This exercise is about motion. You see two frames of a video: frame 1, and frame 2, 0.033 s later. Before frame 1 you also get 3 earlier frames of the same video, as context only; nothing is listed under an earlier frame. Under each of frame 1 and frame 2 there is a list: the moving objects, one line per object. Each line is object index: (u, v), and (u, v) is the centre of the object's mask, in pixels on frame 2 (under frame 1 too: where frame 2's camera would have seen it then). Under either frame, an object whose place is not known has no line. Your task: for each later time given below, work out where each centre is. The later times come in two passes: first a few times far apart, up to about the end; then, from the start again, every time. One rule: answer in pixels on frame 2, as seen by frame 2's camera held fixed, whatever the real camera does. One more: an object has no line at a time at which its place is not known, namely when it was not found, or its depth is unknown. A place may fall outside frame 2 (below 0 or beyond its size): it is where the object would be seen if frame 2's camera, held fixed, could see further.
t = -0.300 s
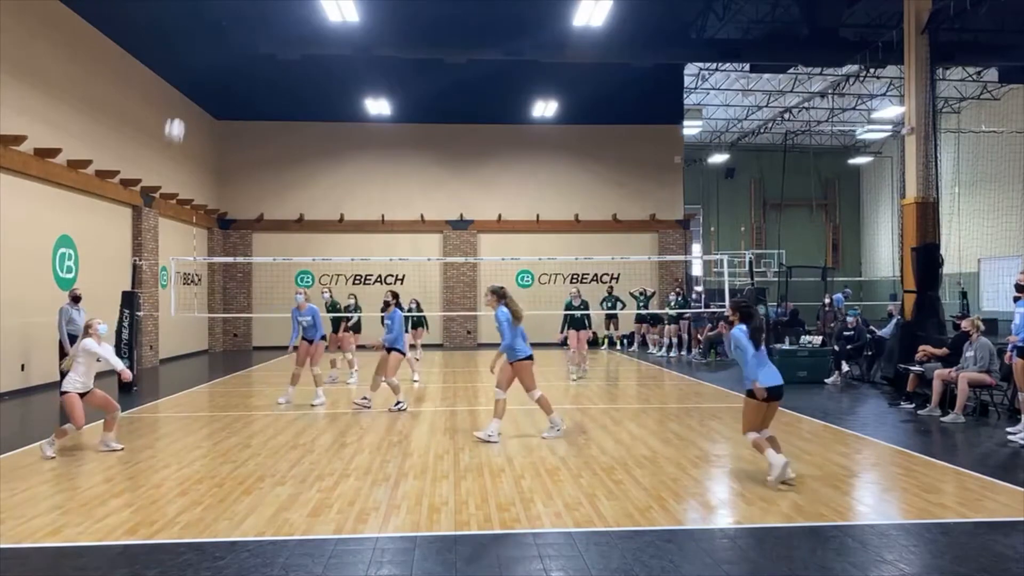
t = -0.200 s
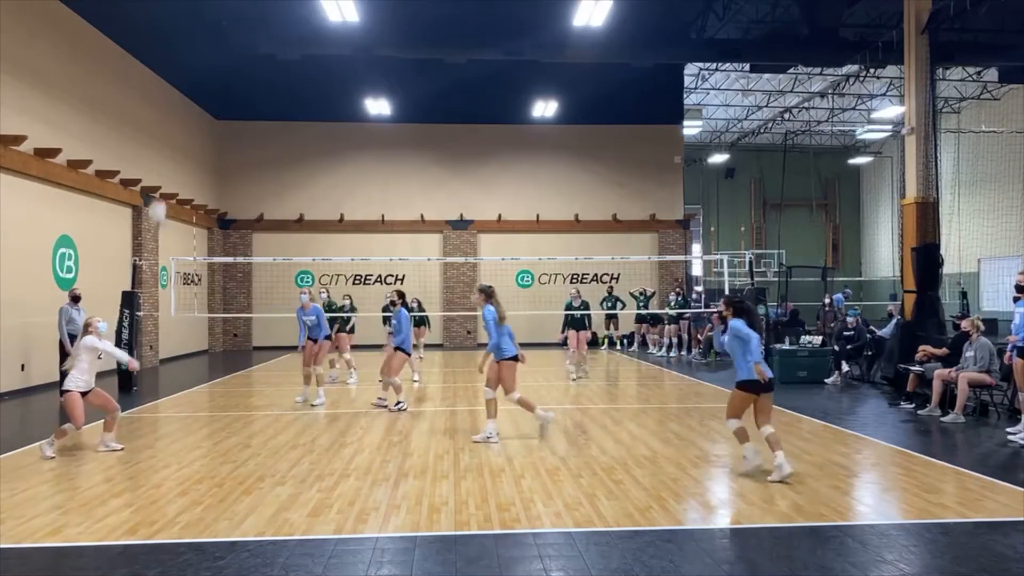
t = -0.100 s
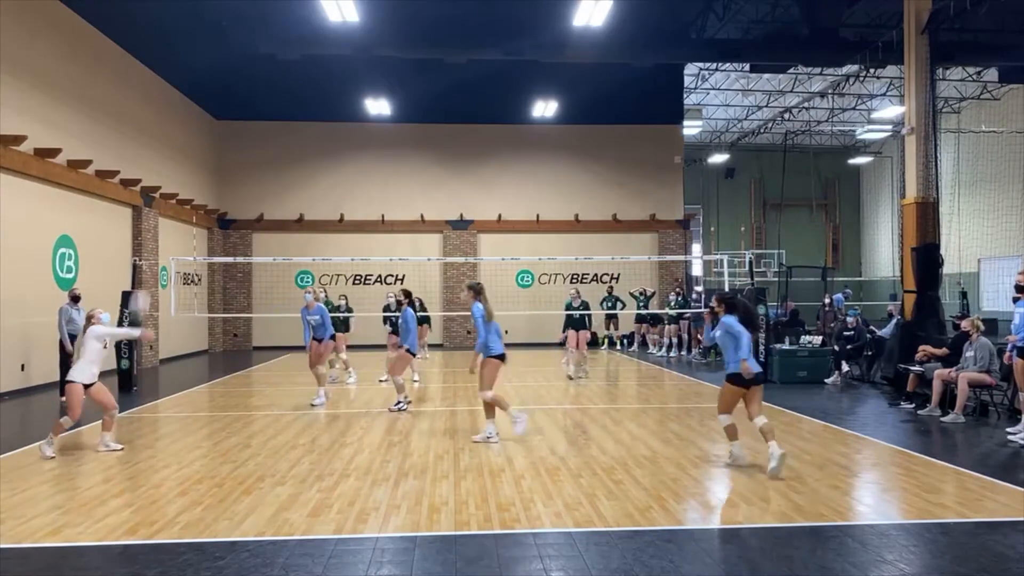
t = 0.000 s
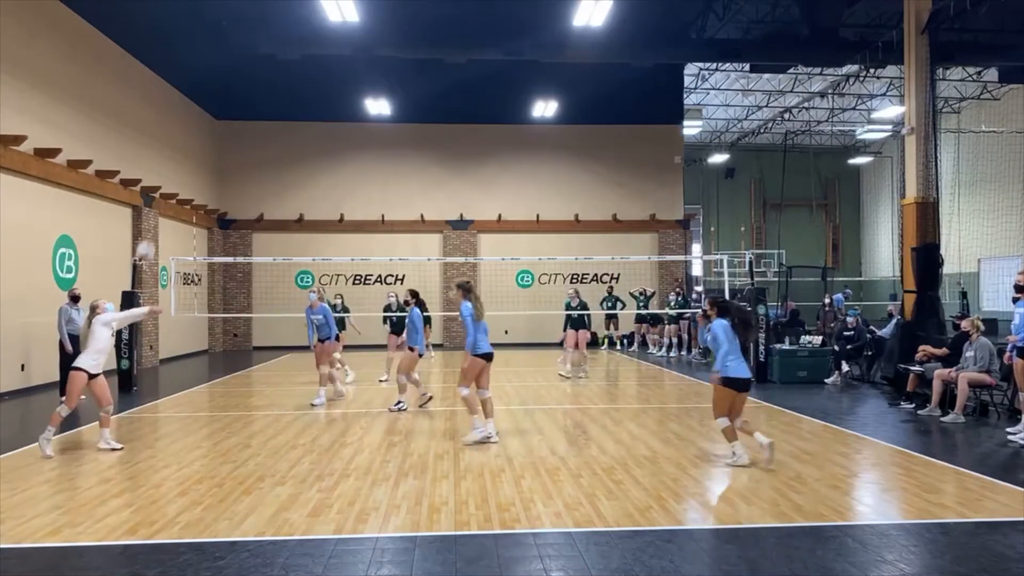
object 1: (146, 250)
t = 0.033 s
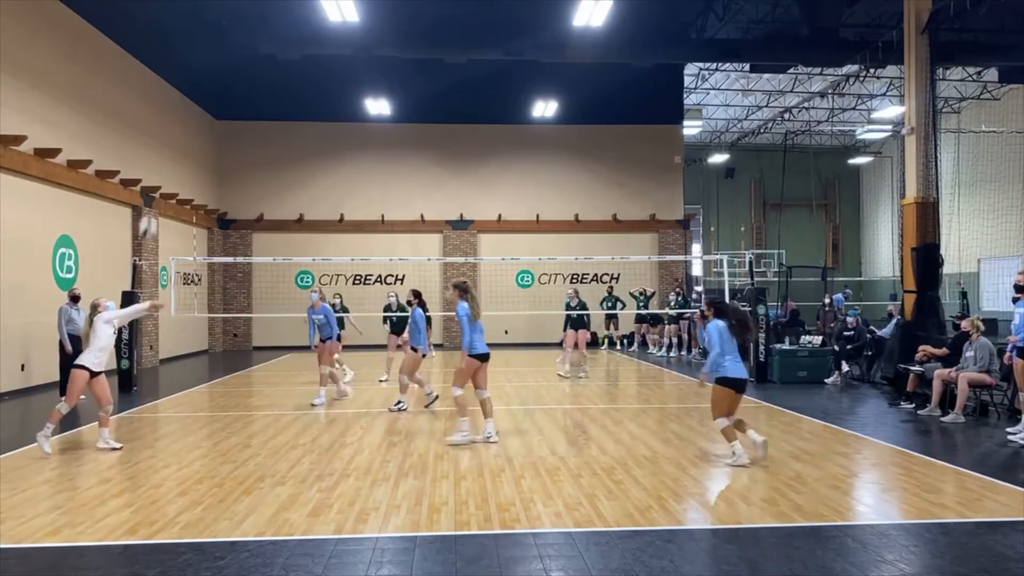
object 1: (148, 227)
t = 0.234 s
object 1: (163, 115)
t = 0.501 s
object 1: (181, 39)
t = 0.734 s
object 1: (195, 25)
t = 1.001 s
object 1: (209, 59)
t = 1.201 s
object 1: (218, 113)
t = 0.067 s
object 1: (150, 204)
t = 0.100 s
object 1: (153, 183)
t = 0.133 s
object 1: (156, 164)
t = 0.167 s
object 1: (158, 147)
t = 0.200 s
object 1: (161, 130)
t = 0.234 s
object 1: (163, 115)
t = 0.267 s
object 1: (166, 102)
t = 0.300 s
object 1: (168, 90)
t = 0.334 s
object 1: (171, 79)
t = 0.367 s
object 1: (173, 69)
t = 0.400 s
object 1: (175, 60)
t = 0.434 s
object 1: (177, 52)
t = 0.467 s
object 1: (179, 45)
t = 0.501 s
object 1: (181, 39)
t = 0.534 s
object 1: (183, 34)
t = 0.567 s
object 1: (185, 31)
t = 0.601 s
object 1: (188, 28)
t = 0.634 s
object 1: (189, 25)
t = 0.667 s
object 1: (191, 24)
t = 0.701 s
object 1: (193, 24)
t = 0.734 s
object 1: (195, 25)
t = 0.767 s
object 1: (197, 26)
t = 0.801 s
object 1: (198, 29)
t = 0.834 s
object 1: (200, 32)
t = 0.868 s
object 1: (202, 36)
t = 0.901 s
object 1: (204, 41)
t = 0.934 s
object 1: (206, 46)
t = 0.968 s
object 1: (208, 52)
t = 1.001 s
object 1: (209, 59)
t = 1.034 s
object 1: (210, 66)
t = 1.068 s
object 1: (212, 74)
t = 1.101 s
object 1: (213, 83)
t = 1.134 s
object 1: (215, 92)
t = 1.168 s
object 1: (217, 102)
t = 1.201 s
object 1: (218, 113)
